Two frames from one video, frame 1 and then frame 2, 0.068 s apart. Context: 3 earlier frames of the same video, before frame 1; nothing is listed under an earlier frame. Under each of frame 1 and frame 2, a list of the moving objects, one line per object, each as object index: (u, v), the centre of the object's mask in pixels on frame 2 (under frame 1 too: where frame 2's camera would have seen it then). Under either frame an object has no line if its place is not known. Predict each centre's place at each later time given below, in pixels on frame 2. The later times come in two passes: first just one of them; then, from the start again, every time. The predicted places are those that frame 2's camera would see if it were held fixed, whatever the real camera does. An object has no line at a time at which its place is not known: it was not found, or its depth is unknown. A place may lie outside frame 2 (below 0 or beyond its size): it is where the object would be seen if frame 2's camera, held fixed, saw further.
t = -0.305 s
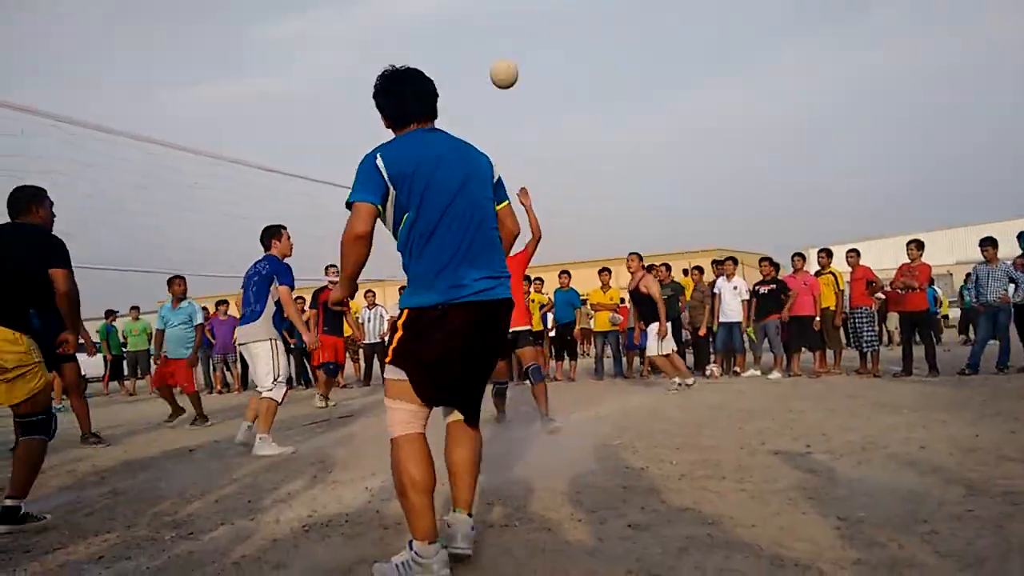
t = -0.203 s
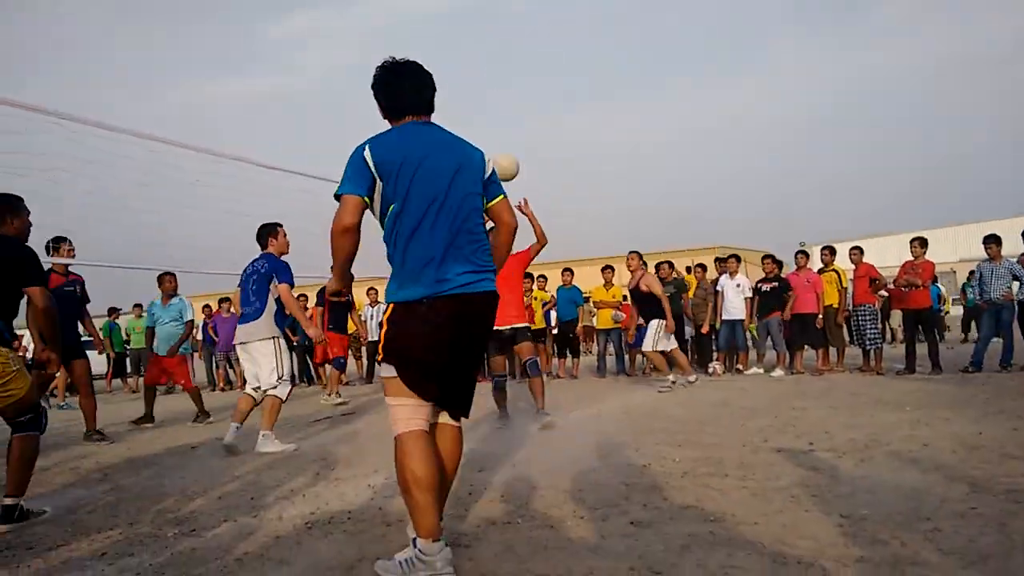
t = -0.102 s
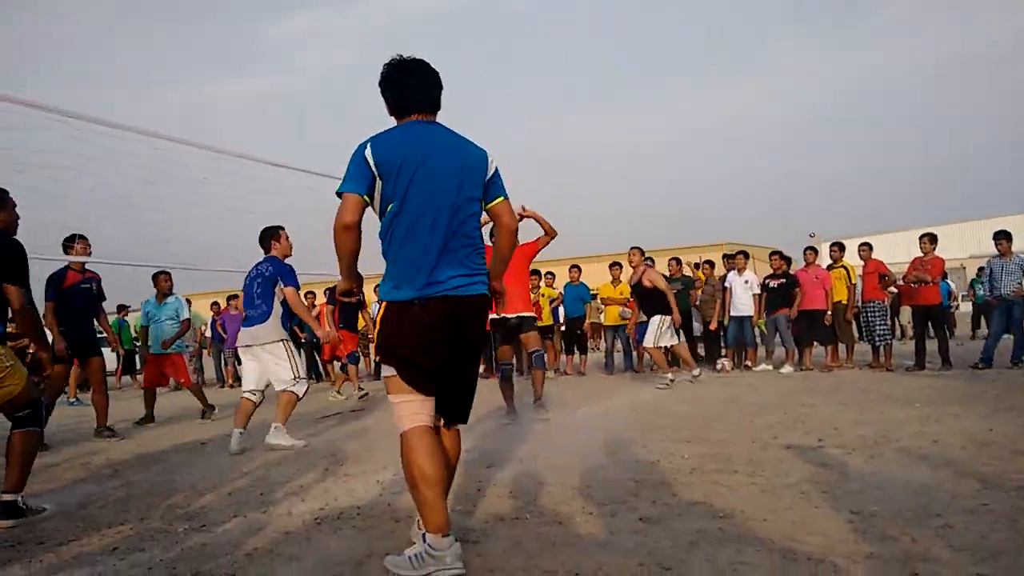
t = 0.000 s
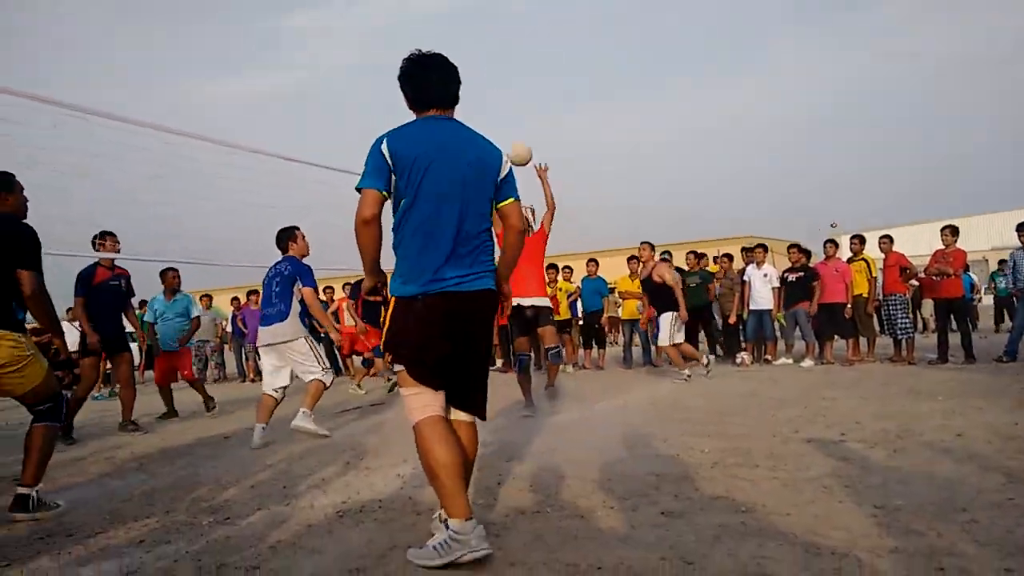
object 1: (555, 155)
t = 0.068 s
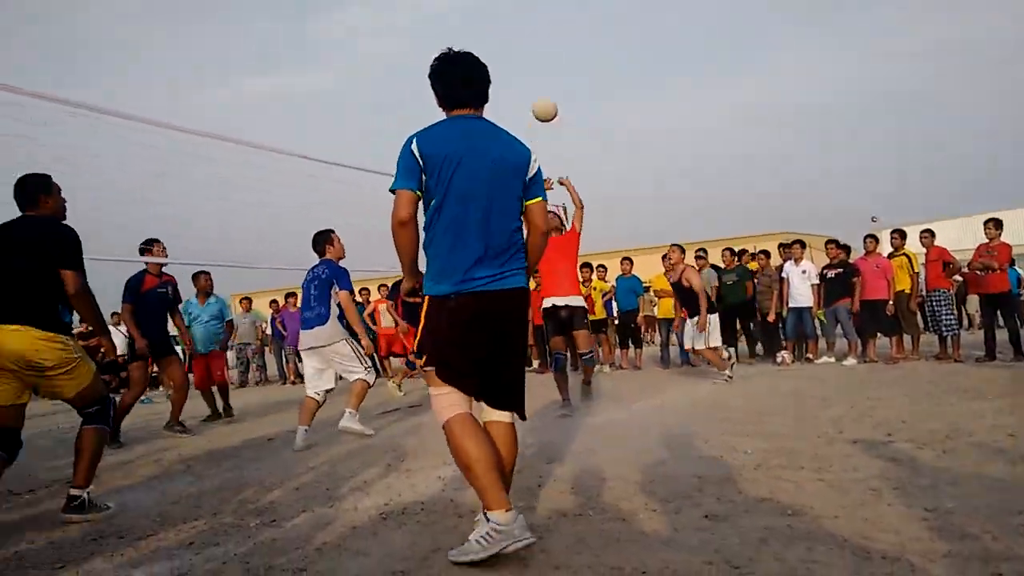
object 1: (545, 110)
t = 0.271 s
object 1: (544, 25)
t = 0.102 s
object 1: (543, 90)
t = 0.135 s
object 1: (542, 75)
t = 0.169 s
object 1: (543, 58)
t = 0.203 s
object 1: (544, 43)
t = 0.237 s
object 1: (543, 32)
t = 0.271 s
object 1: (544, 25)
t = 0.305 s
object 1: (543, 17)
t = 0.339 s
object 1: (543, 7)
